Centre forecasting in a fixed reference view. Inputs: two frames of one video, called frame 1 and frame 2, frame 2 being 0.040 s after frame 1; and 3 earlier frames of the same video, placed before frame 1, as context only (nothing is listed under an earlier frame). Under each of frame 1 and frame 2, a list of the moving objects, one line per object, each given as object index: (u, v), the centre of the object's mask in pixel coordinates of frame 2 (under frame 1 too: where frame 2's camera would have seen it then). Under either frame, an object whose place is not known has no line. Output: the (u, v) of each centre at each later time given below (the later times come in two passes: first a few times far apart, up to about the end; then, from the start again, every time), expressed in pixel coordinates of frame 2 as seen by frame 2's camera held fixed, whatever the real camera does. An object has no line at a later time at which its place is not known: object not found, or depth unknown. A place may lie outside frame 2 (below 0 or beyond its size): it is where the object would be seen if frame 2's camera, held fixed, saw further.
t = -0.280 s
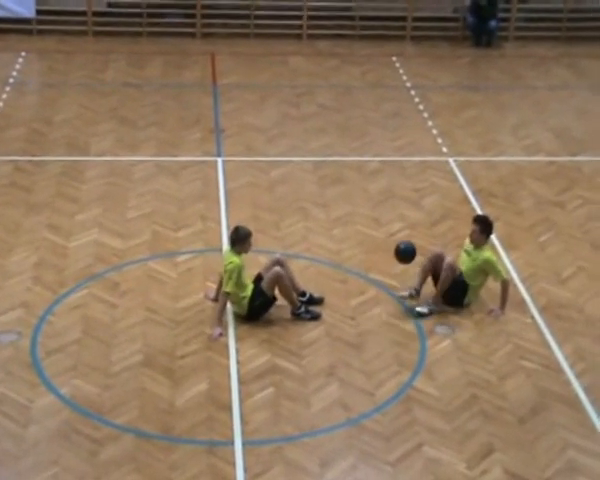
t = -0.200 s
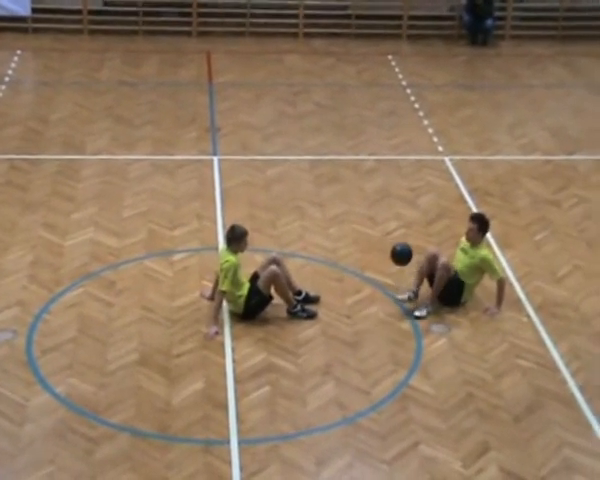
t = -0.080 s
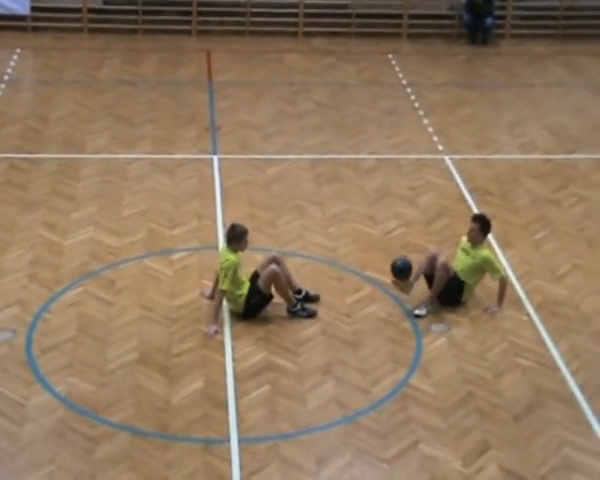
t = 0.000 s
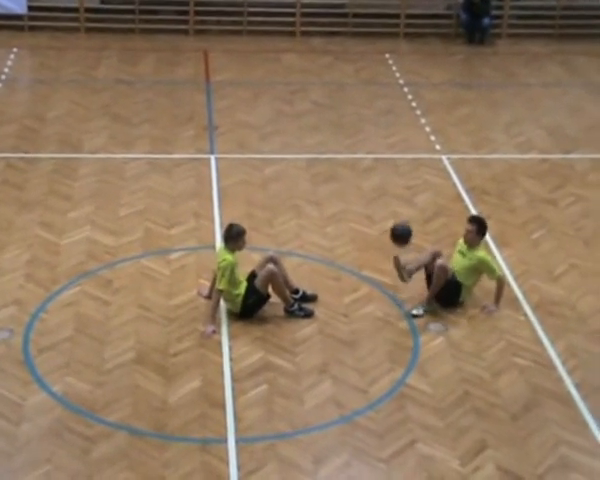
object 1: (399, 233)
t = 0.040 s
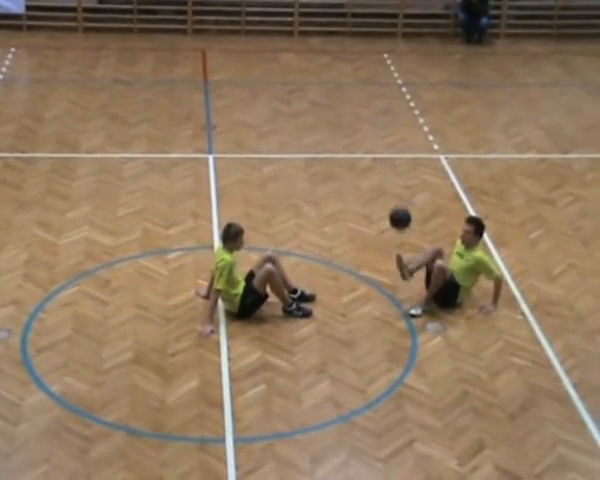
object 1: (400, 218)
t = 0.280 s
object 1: (404, 161)
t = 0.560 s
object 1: (404, 170)
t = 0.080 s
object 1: (401, 205)
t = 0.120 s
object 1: (402, 192)
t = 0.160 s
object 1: (402, 181)
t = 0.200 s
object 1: (403, 173)
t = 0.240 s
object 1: (403, 166)
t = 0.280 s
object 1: (404, 161)
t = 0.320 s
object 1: (405, 157)
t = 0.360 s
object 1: (405, 155)
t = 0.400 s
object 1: (405, 155)
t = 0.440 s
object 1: (405, 157)
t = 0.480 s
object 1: (405, 159)
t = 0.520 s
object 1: (404, 164)
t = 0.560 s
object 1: (404, 170)
